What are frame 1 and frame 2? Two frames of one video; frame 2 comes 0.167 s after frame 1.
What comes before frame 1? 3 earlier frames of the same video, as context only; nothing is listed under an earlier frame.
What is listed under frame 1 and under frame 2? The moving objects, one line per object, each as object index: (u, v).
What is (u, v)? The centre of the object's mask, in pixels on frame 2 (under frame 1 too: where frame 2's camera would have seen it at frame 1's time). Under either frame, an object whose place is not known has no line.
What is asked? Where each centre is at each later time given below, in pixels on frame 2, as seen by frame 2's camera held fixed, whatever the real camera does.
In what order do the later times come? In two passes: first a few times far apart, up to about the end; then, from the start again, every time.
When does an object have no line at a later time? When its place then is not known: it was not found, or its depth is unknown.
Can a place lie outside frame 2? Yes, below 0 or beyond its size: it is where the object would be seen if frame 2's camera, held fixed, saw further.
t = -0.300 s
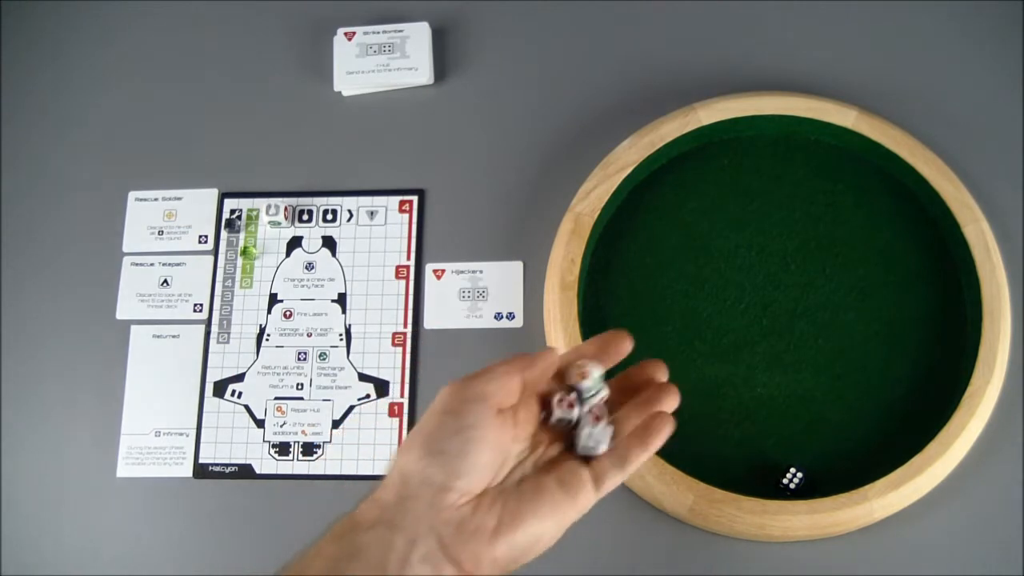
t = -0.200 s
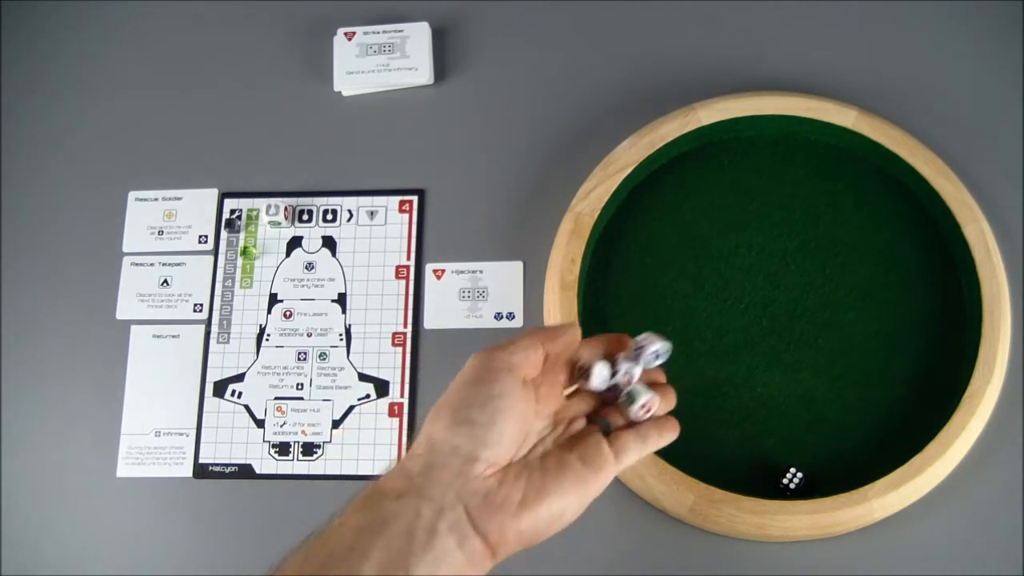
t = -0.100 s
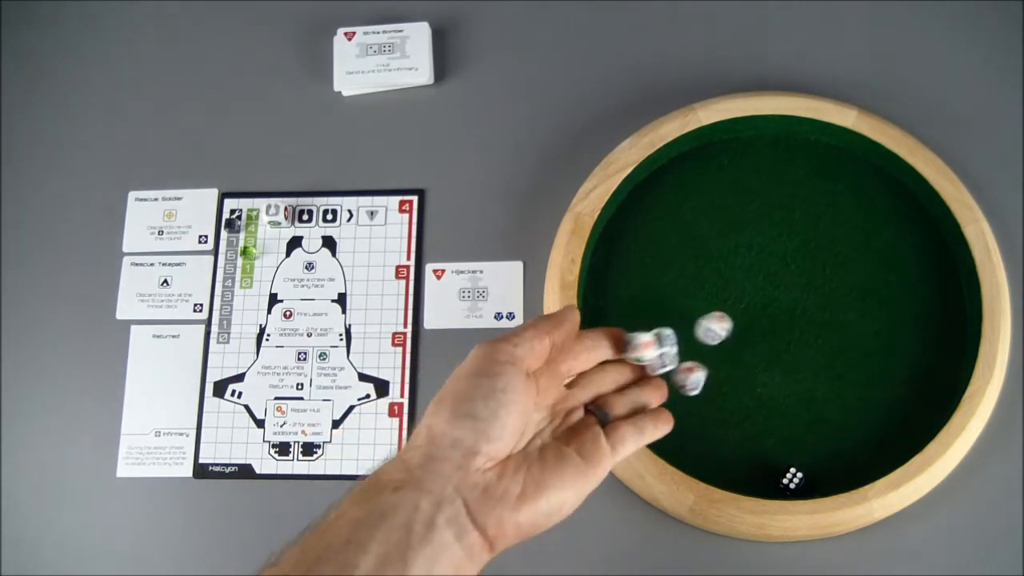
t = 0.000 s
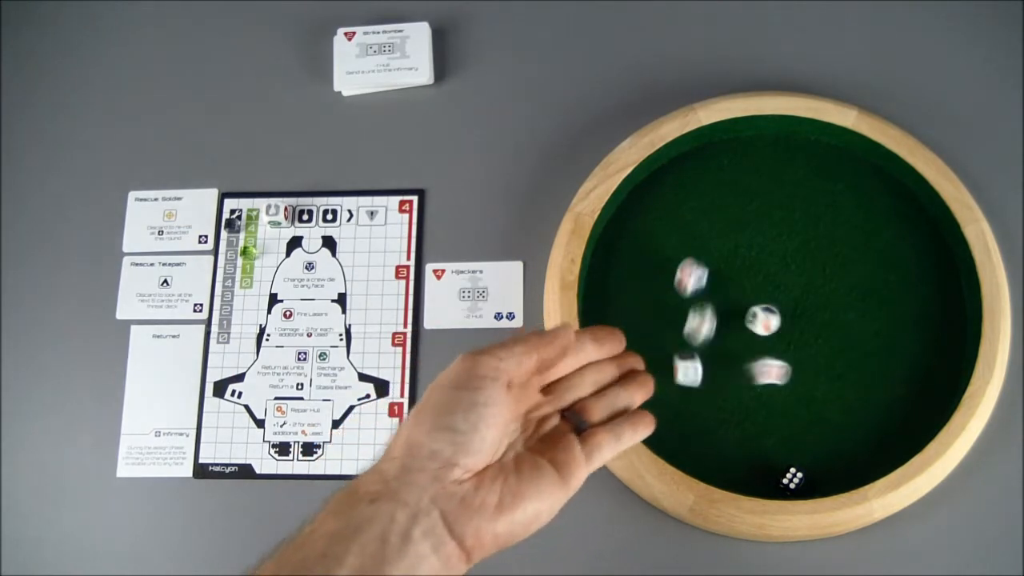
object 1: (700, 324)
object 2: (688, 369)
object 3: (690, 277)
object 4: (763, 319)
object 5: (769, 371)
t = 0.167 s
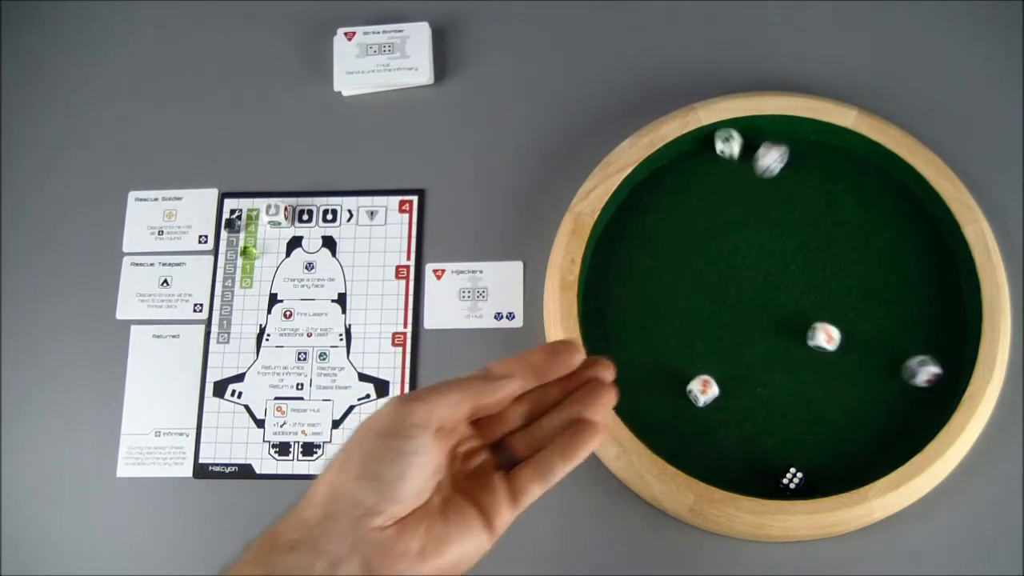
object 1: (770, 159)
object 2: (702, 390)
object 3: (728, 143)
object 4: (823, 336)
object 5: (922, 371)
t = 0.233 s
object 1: (800, 157)
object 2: (710, 391)
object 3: (749, 162)
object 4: (837, 348)
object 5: (940, 360)
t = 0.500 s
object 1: (871, 278)
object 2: (714, 388)
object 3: (759, 168)
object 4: (851, 355)
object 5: (917, 337)
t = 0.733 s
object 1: (885, 307)
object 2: (714, 388)
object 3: (759, 168)
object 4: (851, 355)
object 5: (917, 337)
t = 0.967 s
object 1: (885, 307)
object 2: (714, 388)
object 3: (759, 168)
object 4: (851, 355)
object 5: (917, 337)
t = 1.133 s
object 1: (885, 307)
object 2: (714, 388)
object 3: (759, 168)
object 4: (851, 355)
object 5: (917, 337)
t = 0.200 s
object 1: (790, 138)
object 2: (707, 392)
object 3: (739, 154)
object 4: (831, 342)
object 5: (947, 368)
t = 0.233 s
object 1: (800, 157)
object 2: (710, 391)
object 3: (749, 162)
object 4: (837, 348)
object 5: (940, 360)
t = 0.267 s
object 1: (813, 173)
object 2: (713, 390)
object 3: (754, 167)
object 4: (847, 351)
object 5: (930, 350)
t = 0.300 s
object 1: (825, 189)
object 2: (715, 388)
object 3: (758, 169)
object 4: (853, 351)
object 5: (922, 342)
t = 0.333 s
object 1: (834, 204)
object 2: (714, 388)
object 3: (759, 168)
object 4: (854, 351)
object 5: (918, 338)
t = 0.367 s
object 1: (844, 219)
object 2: (714, 388)
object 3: (759, 168)
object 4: (852, 353)
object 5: (917, 337)
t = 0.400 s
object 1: (854, 236)
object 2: (714, 388)
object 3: (759, 168)
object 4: (851, 355)
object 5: (917, 337)
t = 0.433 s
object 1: (861, 253)
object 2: (714, 388)
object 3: (759, 168)
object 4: (851, 355)
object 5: (917, 337)
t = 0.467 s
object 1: (864, 265)
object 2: (714, 388)
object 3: (759, 168)
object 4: (851, 355)
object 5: (917, 337)
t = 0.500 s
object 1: (871, 278)
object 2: (714, 388)
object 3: (759, 168)
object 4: (851, 355)
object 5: (917, 337)
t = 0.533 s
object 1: (878, 289)
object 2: (714, 388)
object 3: (759, 168)
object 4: (851, 355)
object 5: (917, 337)
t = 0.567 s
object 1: (882, 300)
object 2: (714, 388)
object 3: (759, 168)
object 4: (851, 355)
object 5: (917, 337)
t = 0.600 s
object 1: (884, 305)
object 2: (714, 388)
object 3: (759, 168)
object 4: (851, 355)
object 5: (917, 337)
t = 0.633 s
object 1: (885, 307)
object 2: (714, 388)
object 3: (759, 168)
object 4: (851, 355)
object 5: (917, 337)
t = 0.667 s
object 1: (885, 307)
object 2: (714, 388)
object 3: (759, 168)
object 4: (851, 355)
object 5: (917, 337)
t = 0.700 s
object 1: (885, 307)
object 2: (714, 388)
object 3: (759, 168)
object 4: (851, 355)
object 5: (917, 337)
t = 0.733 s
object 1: (885, 307)
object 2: (714, 388)
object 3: (759, 168)
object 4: (851, 355)
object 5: (917, 337)
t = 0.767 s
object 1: (885, 307)
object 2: (714, 388)
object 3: (759, 168)
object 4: (851, 355)
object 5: (917, 337)
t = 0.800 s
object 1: (885, 307)
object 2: (714, 388)
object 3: (759, 168)
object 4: (851, 355)
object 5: (917, 337)
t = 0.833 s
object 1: (885, 307)
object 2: (714, 388)
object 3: (759, 168)
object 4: (851, 355)
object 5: (917, 337)
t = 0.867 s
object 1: (885, 307)
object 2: (714, 388)
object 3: (759, 168)
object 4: (851, 355)
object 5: (917, 337)
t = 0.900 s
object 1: (885, 307)
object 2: (714, 388)
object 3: (759, 168)
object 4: (851, 355)
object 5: (917, 337)
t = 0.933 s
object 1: (885, 307)
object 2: (714, 388)
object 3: (759, 168)
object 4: (851, 355)
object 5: (917, 337)
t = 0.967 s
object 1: (885, 307)
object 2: (714, 388)
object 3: (759, 168)
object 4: (851, 355)
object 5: (917, 337)
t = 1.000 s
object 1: (885, 307)
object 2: (714, 388)
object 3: (759, 168)
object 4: (851, 355)
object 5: (917, 337)
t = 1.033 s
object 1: (885, 307)
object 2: (714, 388)
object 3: (759, 168)
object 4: (851, 355)
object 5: (917, 337)
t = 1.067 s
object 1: (885, 307)
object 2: (714, 388)
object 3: (759, 168)
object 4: (851, 355)
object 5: (917, 337)
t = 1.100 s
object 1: (885, 307)
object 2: (714, 388)
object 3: (759, 168)
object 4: (851, 355)
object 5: (917, 337)
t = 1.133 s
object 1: (885, 307)
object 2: (714, 388)
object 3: (759, 168)
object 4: (851, 355)
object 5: (917, 337)
